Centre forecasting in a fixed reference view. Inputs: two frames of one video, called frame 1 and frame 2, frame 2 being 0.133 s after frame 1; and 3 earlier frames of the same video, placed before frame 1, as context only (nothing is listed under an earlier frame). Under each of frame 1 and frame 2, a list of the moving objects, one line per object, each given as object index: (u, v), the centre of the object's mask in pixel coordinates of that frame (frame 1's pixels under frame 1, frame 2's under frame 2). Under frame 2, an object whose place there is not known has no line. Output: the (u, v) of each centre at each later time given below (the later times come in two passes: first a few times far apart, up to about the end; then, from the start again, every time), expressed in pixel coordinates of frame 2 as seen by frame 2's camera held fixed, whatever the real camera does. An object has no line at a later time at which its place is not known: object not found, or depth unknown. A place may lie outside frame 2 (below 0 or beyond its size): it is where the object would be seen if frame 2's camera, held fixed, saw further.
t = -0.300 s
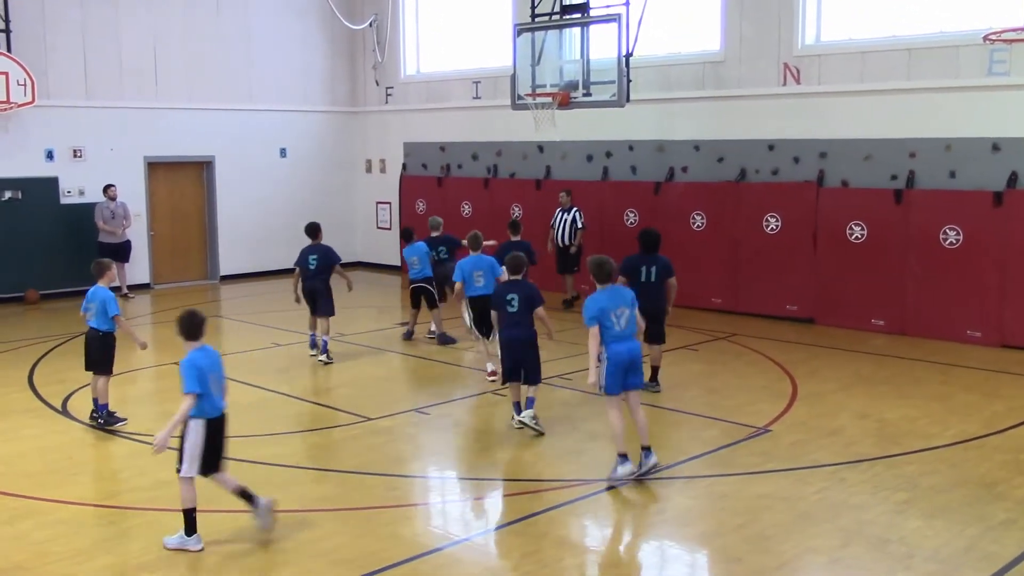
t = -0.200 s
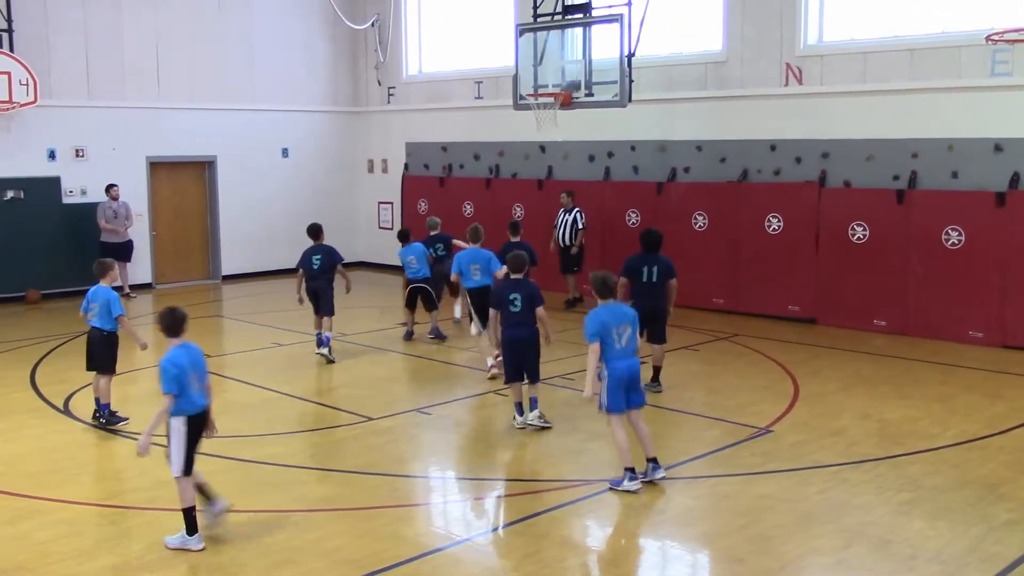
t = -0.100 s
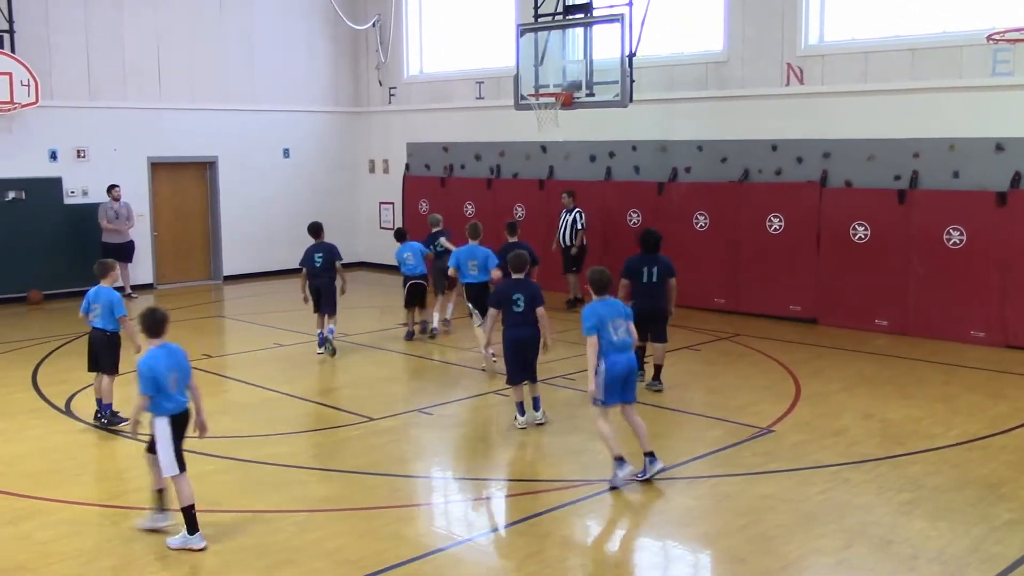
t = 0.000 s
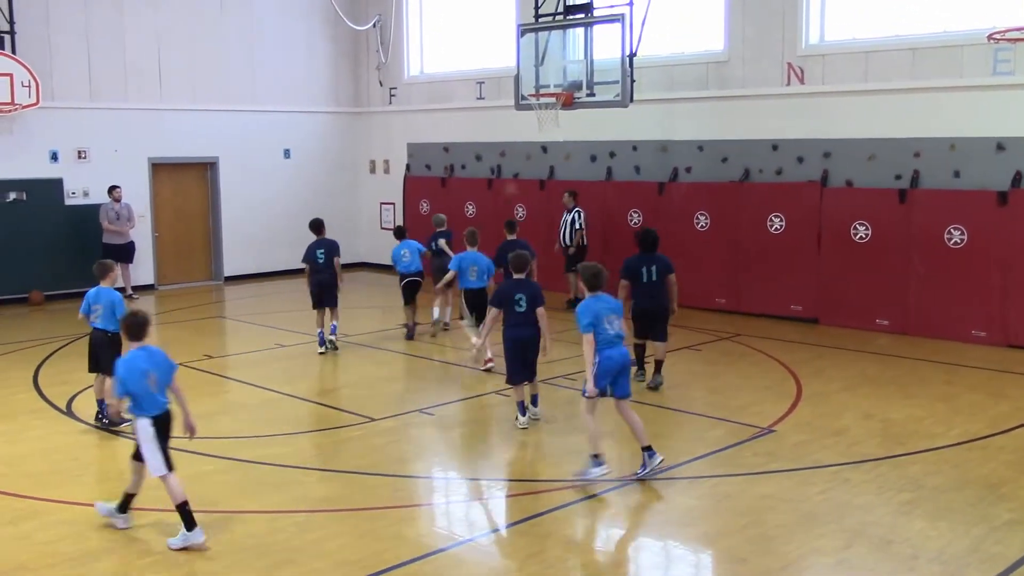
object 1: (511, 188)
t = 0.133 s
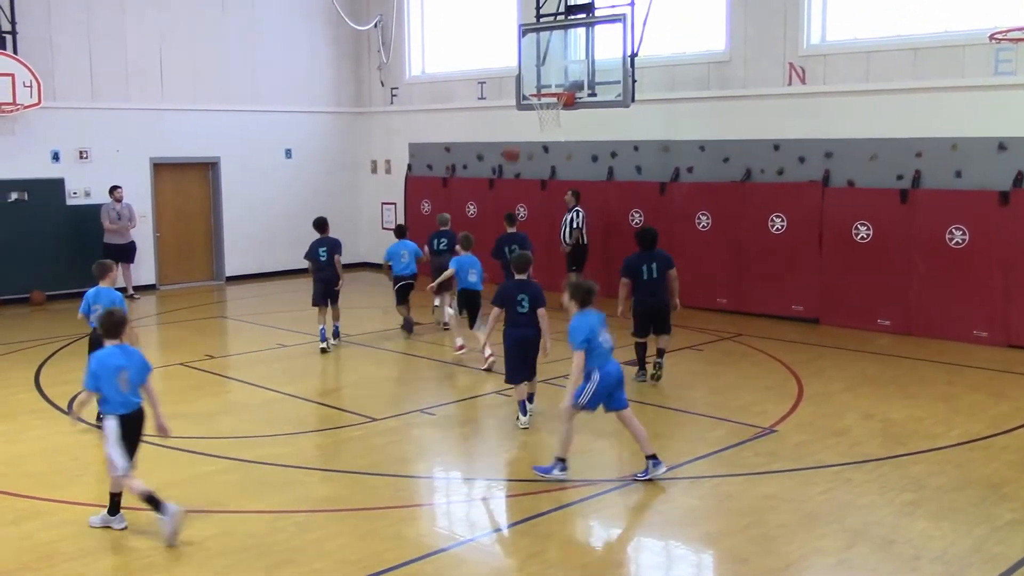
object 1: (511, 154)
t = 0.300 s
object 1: (511, 121)
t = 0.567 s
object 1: (510, 108)
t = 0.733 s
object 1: (511, 123)
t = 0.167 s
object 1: (511, 146)
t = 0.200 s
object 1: (511, 139)
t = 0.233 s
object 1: (511, 132)
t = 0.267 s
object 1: (511, 126)
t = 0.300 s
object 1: (511, 121)
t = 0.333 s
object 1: (511, 117)
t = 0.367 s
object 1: (510, 114)
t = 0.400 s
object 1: (510, 111)
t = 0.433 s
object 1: (510, 109)
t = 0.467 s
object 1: (510, 108)
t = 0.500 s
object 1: (510, 108)
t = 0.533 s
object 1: (510, 108)
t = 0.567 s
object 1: (510, 108)
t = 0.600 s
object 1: (510, 110)
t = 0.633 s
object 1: (511, 112)
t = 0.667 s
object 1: (511, 115)
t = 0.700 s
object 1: (511, 119)
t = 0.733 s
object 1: (511, 123)
